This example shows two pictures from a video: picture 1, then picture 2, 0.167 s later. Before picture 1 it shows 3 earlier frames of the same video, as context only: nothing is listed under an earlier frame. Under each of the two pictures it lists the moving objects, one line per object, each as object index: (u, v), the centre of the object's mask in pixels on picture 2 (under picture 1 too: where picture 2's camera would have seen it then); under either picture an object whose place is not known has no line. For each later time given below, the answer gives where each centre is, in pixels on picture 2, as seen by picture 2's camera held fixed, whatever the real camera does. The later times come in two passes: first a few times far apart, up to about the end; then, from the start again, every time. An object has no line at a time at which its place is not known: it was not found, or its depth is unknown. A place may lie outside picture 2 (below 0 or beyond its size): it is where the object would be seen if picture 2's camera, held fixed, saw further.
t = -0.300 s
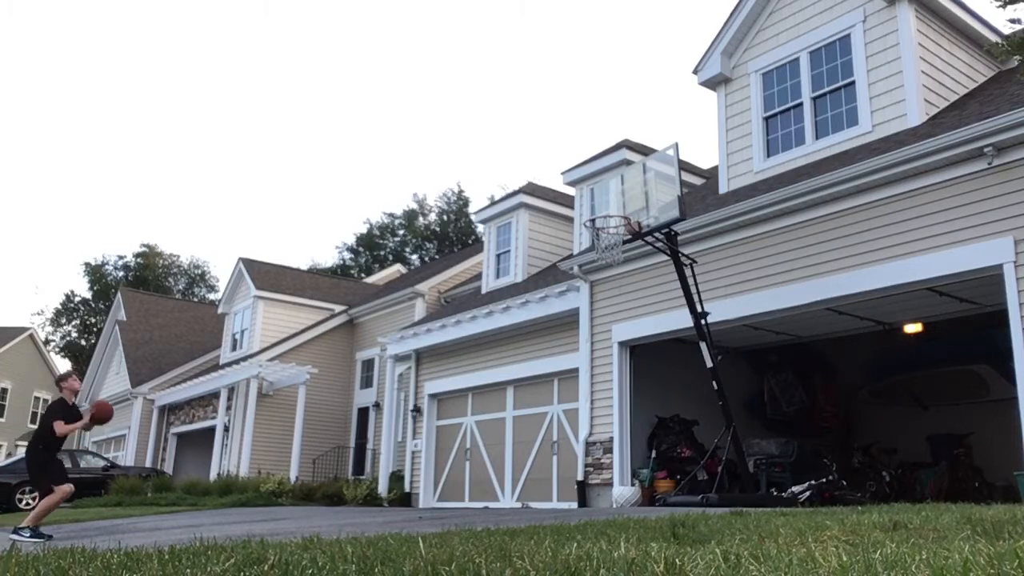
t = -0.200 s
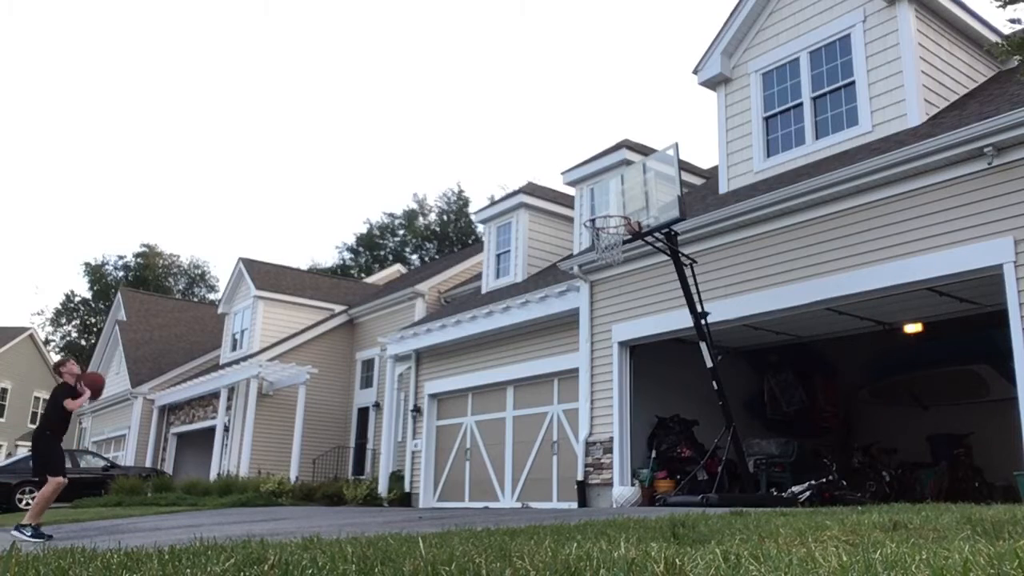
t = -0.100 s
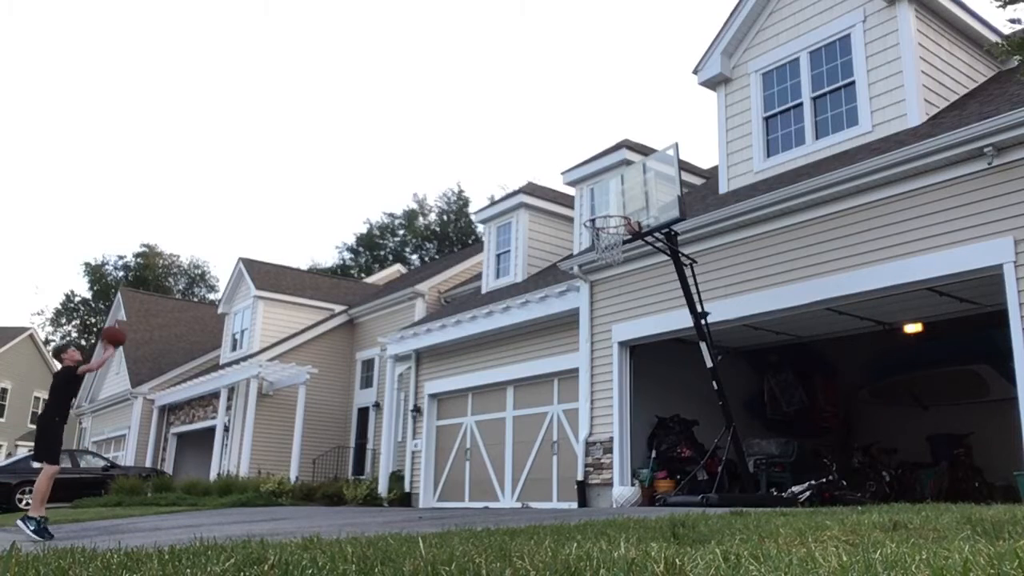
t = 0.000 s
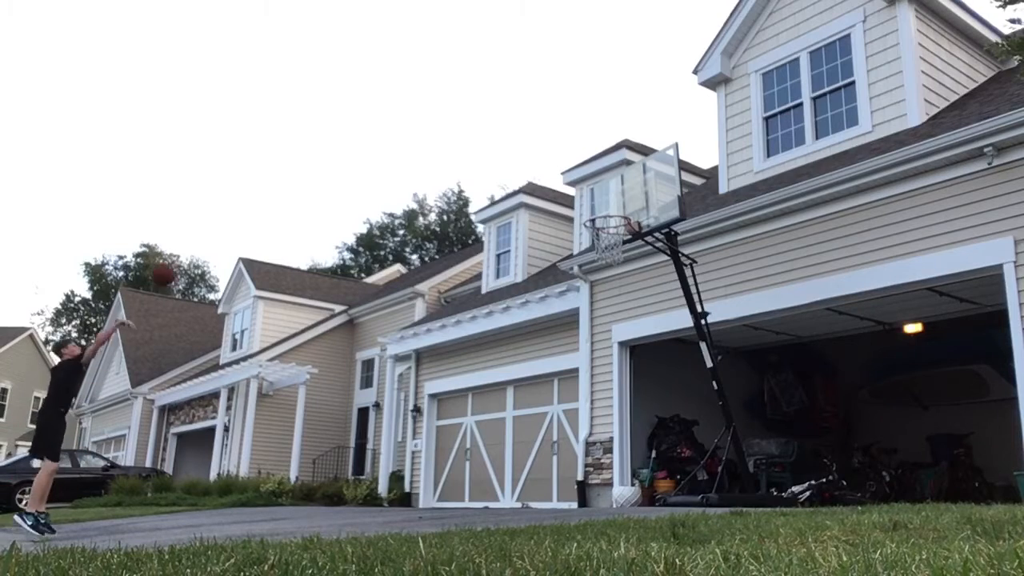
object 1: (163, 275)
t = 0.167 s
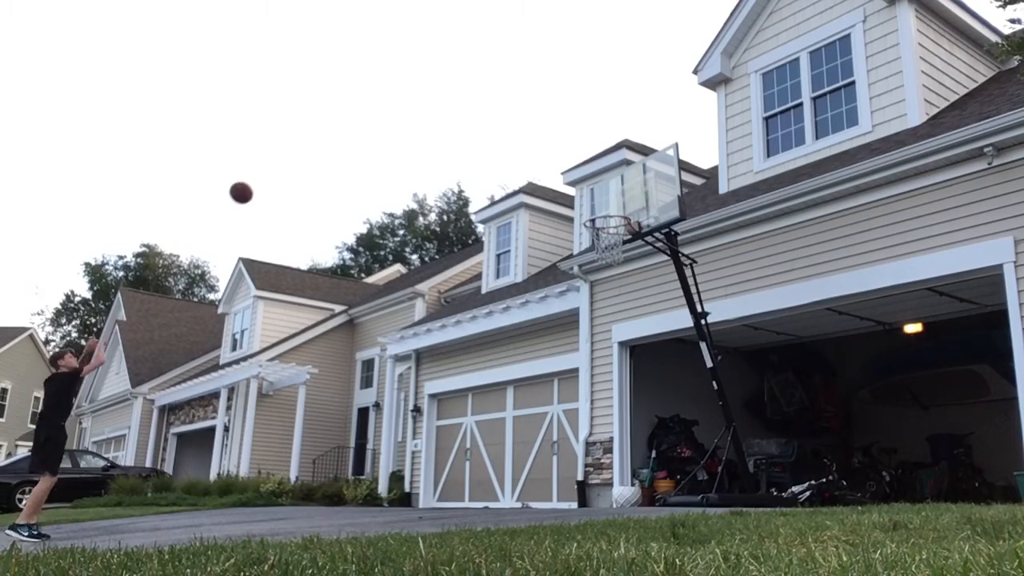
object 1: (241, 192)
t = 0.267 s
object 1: (284, 157)
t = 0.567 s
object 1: (402, 106)
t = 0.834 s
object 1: (499, 125)
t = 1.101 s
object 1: (596, 207)
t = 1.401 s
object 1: (595, 236)
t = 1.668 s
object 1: (602, 242)
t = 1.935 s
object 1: (622, 284)
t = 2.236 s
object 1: (643, 404)
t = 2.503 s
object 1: (644, 442)
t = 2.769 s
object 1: (625, 372)
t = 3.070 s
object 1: (606, 372)
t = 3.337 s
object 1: (590, 438)
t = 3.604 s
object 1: (573, 459)
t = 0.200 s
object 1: (255, 179)
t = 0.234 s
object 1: (269, 168)
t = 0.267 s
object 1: (284, 157)
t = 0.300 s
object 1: (297, 147)
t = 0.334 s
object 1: (311, 139)
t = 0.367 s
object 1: (325, 131)
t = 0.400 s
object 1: (338, 125)
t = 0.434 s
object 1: (351, 119)
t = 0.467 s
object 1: (364, 114)
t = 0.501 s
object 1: (377, 111)
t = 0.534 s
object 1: (389, 108)
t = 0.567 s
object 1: (402, 106)
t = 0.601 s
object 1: (414, 105)
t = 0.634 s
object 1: (426, 105)
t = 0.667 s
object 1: (439, 106)
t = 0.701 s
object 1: (451, 108)
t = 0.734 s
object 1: (463, 111)
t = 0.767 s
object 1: (475, 115)
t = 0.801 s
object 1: (487, 119)
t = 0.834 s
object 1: (499, 125)
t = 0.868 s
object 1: (511, 132)
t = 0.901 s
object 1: (524, 139)
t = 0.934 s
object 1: (535, 148)
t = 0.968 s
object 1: (547, 158)
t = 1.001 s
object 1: (559, 168)
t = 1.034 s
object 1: (572, 180)
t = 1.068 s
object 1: (584, 193)
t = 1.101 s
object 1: (596, 207)
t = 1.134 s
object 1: (606, 214)
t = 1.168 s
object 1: (616, 220)
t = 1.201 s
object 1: (615, 223)
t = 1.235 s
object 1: (614, 226)
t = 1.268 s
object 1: (611, 229)
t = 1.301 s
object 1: (607, 230)
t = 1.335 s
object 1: (601, 232)
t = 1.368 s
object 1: (597, 235)
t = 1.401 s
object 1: (595, 236)
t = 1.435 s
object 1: (593, 235)
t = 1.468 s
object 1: (592, 235)
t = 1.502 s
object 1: (592, 235)
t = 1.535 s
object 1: (593, 236)
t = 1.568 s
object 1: (594, 237)
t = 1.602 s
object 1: (596, 237)
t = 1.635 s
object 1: (599, 239)
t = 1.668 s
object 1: (602, 242)
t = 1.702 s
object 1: (606, 244)
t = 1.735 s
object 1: (608, 248)
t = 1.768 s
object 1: (612, 257)
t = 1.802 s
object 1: (614, 260)
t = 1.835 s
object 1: (616, 263)
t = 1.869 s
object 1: (618, 268)
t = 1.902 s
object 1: (620, 275)
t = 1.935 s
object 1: (622, 284)
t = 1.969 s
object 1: (624, 293)
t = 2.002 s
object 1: (626, 304)
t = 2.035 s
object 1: (629, 315)
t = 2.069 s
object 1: (631, 327)
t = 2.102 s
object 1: (632, 339)
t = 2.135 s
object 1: (635, 355)
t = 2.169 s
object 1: (638, 370)
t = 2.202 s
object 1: (640, 387)
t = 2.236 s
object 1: (643, 404)
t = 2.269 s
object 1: (645, 424)
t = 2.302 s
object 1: (647, 445)
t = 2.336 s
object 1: (649, 466)
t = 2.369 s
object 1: (651, 489)
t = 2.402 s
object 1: (651, 489)
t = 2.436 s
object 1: (648, 472)
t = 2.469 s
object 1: (647, 455)
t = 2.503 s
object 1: (644, 442)
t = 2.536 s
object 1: (642, 430)
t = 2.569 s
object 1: (639, 419)
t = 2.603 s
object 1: (636, 408)
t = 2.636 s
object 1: (635, 398)
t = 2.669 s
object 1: (631, 390)
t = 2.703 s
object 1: (629, 383)
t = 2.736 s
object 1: (627, 377)
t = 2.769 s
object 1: (625, 372)
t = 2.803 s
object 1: (623, 368)
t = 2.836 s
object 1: (621, 365)
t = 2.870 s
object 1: (619, 363)
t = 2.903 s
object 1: (617, 362)
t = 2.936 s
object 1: (615, 362)
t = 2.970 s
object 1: (612, 363)
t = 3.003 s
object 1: (610, 365)
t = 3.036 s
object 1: (608, 368)
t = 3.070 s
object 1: (606, 372)
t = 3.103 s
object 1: (604, 377)
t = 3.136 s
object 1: (602, 383)
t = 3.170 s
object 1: (600, 389)
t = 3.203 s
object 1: (598, 397)
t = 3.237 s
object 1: (596, 406)
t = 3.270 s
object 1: (594, 416)
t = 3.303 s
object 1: (592, 426)
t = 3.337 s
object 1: (590, 438)
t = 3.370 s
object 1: (588, 451)
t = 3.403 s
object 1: (585, 464)
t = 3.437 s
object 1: (583, 478)
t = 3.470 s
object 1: (581, 496)
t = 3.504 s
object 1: (579, 489)
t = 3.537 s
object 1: (577, 478)
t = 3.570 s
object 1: (575, 468)
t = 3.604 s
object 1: (573, 459)
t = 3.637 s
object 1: (572, 450)
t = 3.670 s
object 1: (570, 443)
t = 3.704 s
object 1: (568, 436)
